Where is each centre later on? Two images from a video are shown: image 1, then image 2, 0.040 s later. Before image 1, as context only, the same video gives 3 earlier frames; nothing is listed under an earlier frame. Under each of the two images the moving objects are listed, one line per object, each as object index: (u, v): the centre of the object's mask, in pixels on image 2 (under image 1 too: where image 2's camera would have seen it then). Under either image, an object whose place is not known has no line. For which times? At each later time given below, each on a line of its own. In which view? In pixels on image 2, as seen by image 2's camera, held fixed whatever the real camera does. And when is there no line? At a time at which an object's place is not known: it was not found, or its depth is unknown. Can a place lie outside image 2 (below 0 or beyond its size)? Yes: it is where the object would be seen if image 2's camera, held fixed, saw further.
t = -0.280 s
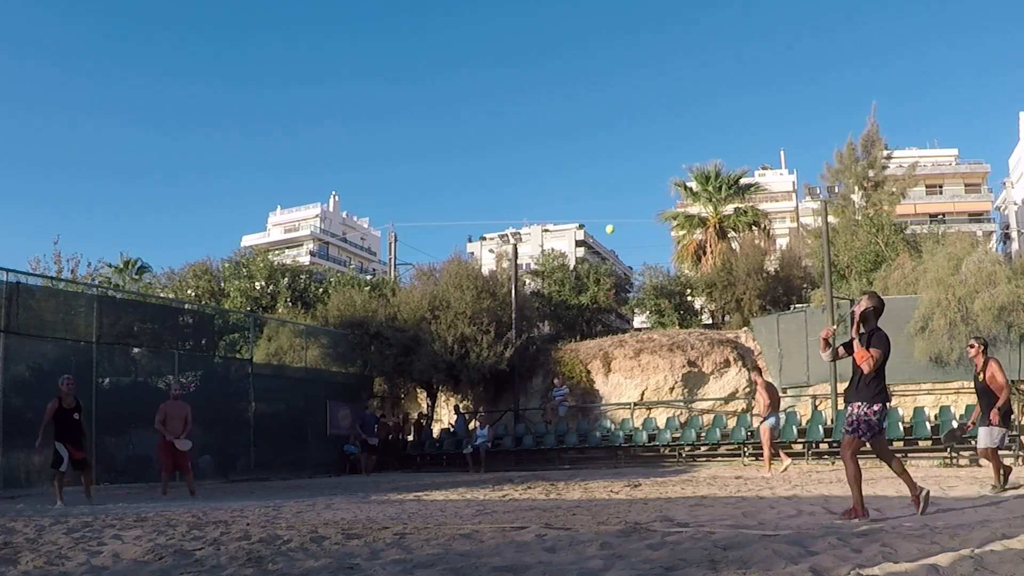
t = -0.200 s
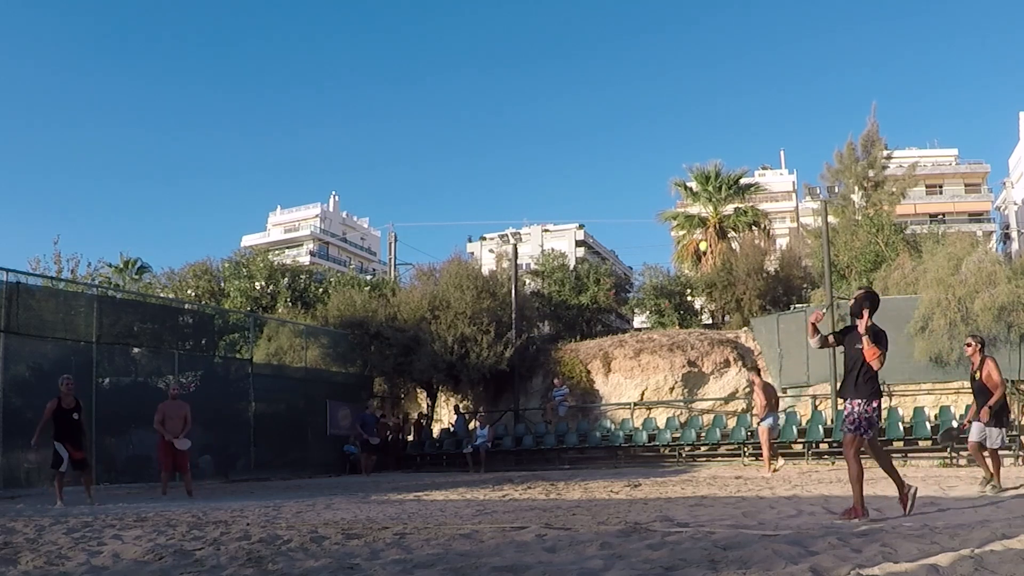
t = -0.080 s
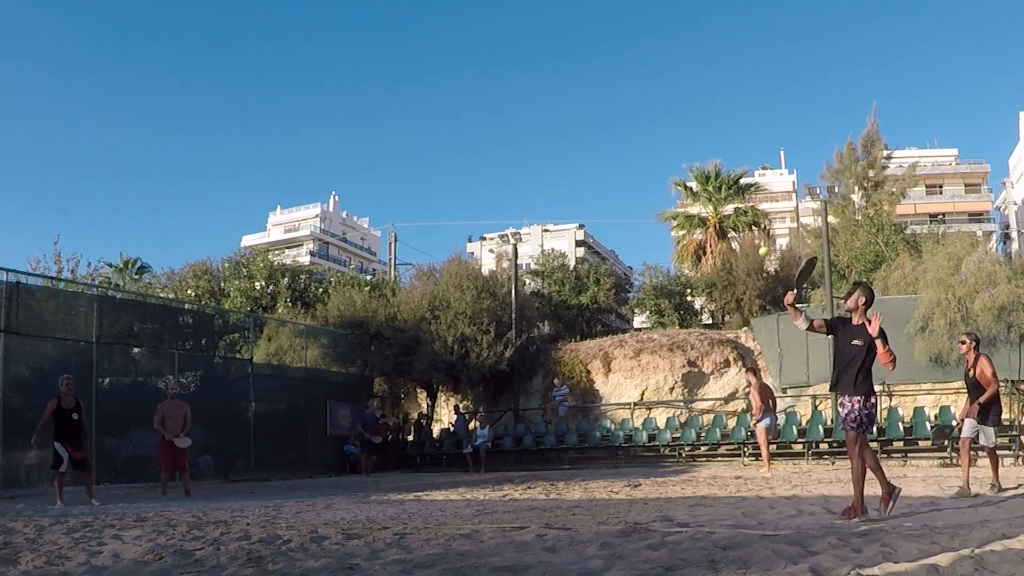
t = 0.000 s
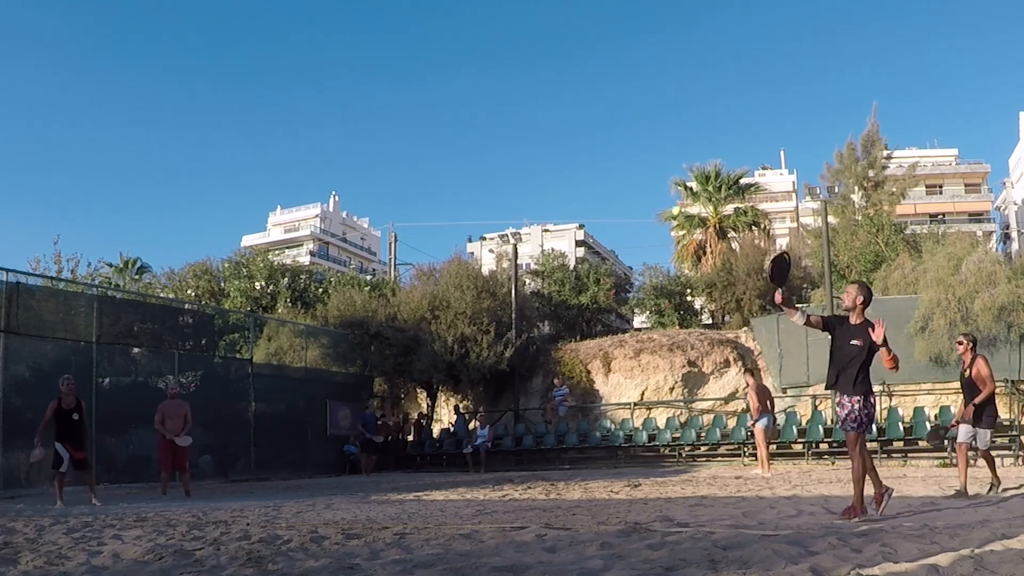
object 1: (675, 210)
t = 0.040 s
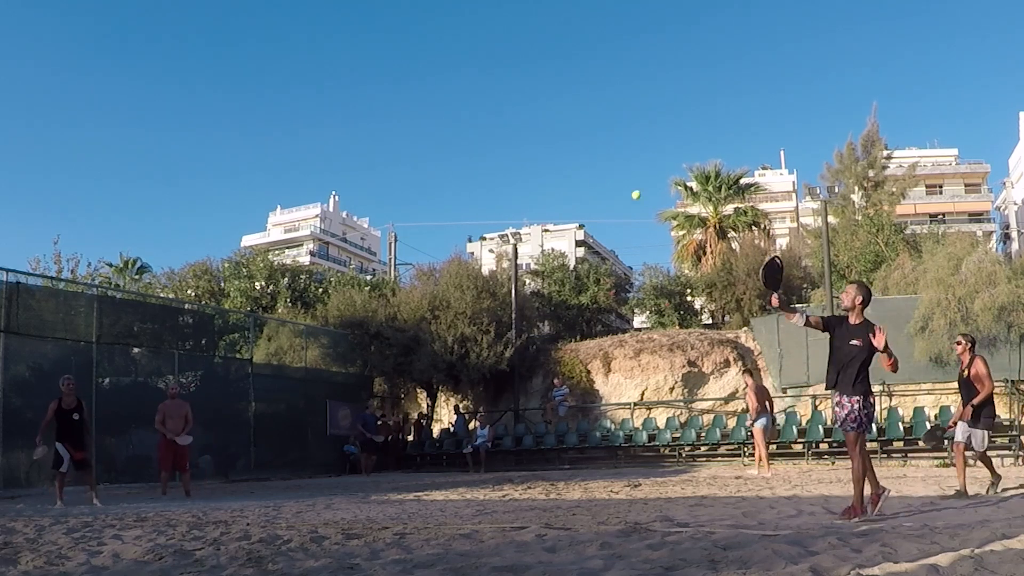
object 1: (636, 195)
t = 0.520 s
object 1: (282, 186)
